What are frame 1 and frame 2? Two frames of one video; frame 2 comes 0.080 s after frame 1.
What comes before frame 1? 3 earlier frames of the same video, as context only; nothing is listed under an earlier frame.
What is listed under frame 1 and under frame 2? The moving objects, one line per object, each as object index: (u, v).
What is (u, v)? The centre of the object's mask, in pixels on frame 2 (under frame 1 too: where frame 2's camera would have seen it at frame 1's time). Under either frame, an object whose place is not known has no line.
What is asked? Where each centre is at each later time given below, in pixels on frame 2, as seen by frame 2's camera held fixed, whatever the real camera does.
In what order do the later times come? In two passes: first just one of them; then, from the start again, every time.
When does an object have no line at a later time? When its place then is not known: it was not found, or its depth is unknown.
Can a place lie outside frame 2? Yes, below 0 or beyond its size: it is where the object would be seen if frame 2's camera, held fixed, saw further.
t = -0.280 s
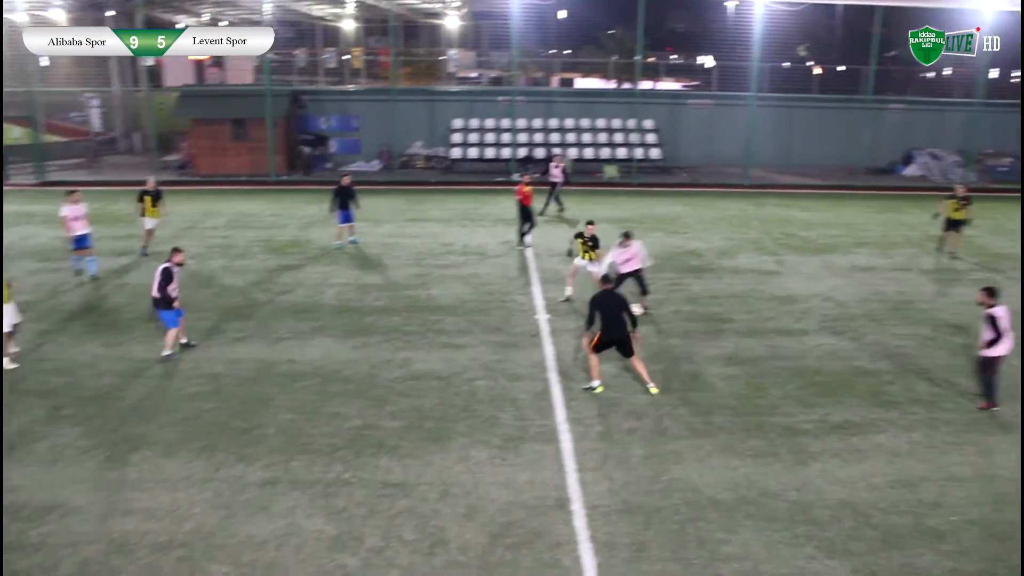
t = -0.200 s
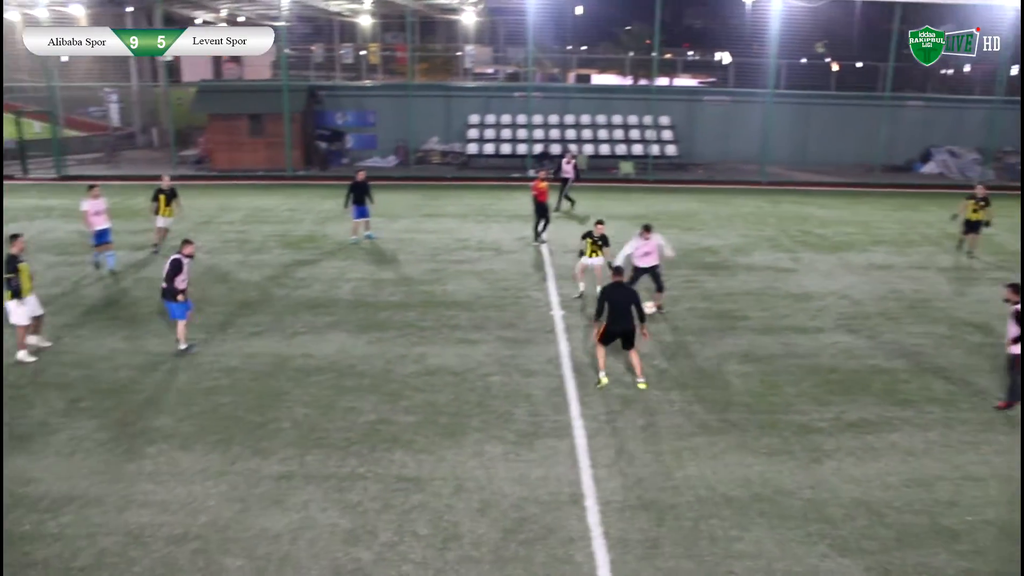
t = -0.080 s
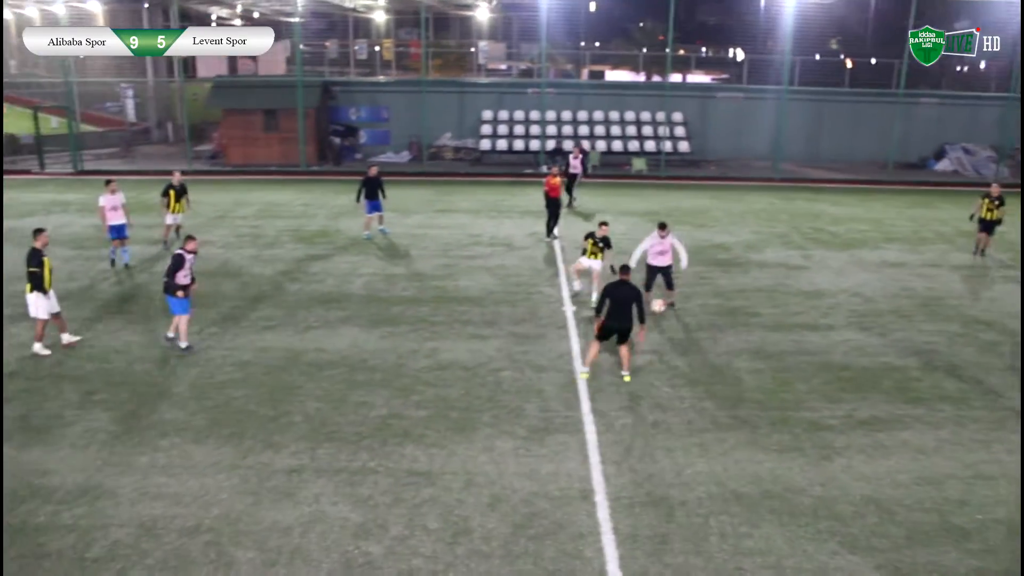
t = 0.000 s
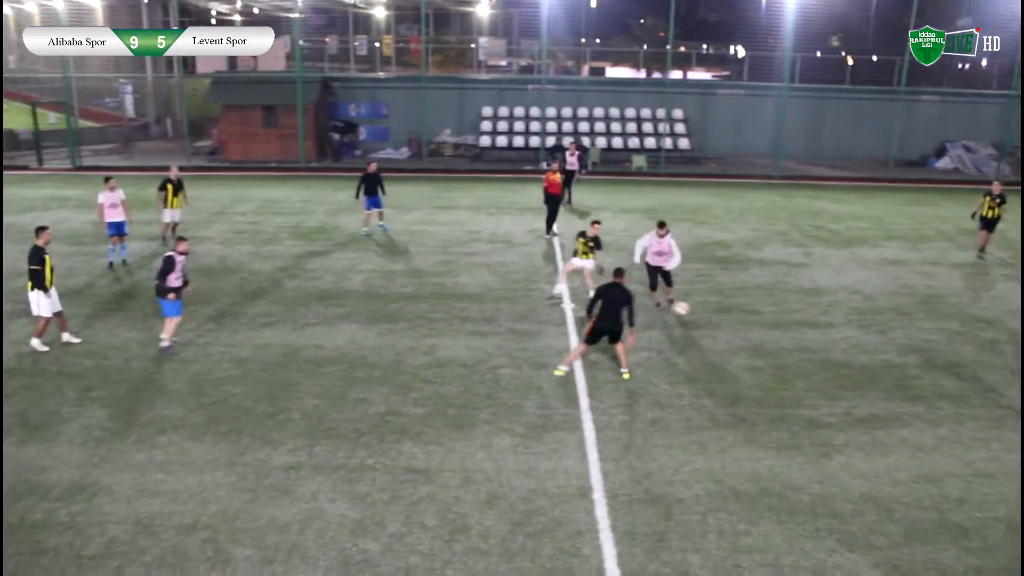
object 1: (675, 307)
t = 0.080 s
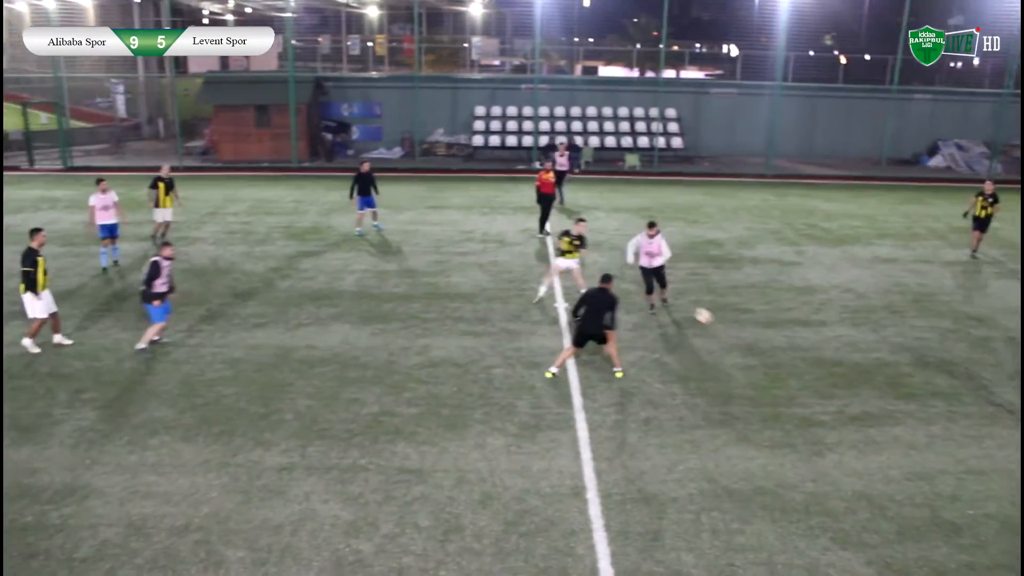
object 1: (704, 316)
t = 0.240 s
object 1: (758, 335)
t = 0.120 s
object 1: (718, 321)
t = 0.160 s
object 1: (733, 329)
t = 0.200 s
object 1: (745, 332)
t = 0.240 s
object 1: (758, 335)
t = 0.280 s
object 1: (771, 338)
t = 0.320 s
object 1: (784, 344)
